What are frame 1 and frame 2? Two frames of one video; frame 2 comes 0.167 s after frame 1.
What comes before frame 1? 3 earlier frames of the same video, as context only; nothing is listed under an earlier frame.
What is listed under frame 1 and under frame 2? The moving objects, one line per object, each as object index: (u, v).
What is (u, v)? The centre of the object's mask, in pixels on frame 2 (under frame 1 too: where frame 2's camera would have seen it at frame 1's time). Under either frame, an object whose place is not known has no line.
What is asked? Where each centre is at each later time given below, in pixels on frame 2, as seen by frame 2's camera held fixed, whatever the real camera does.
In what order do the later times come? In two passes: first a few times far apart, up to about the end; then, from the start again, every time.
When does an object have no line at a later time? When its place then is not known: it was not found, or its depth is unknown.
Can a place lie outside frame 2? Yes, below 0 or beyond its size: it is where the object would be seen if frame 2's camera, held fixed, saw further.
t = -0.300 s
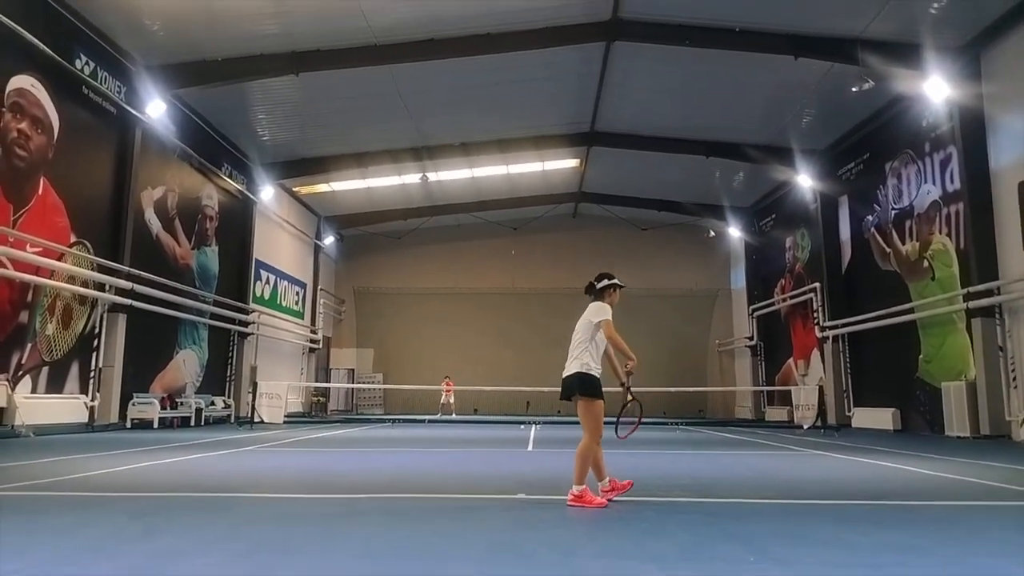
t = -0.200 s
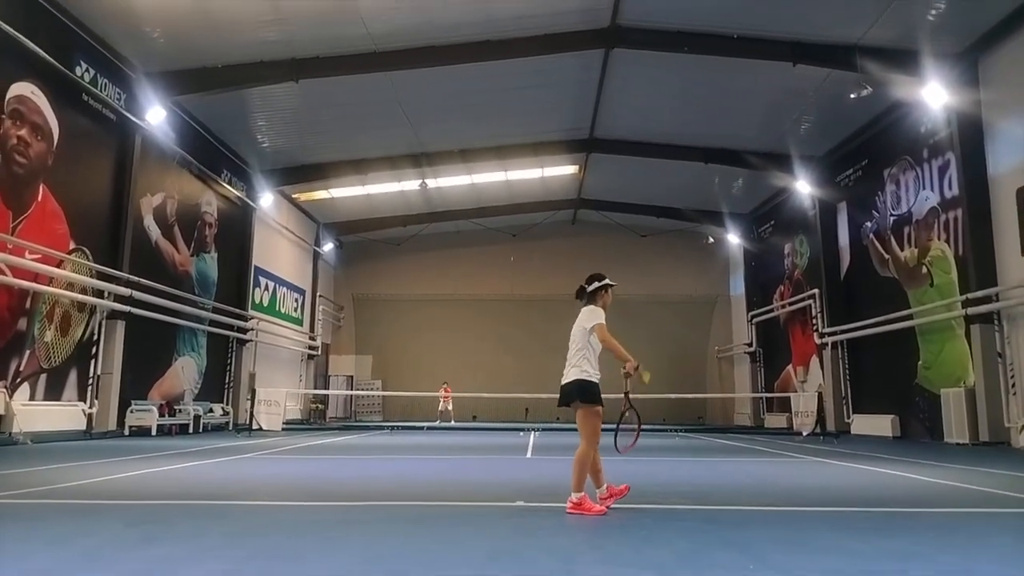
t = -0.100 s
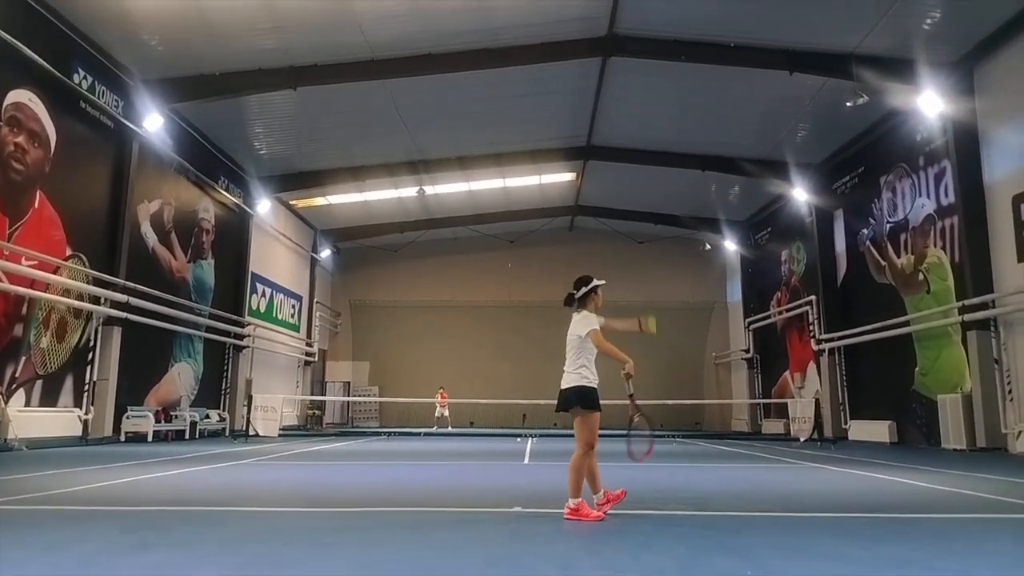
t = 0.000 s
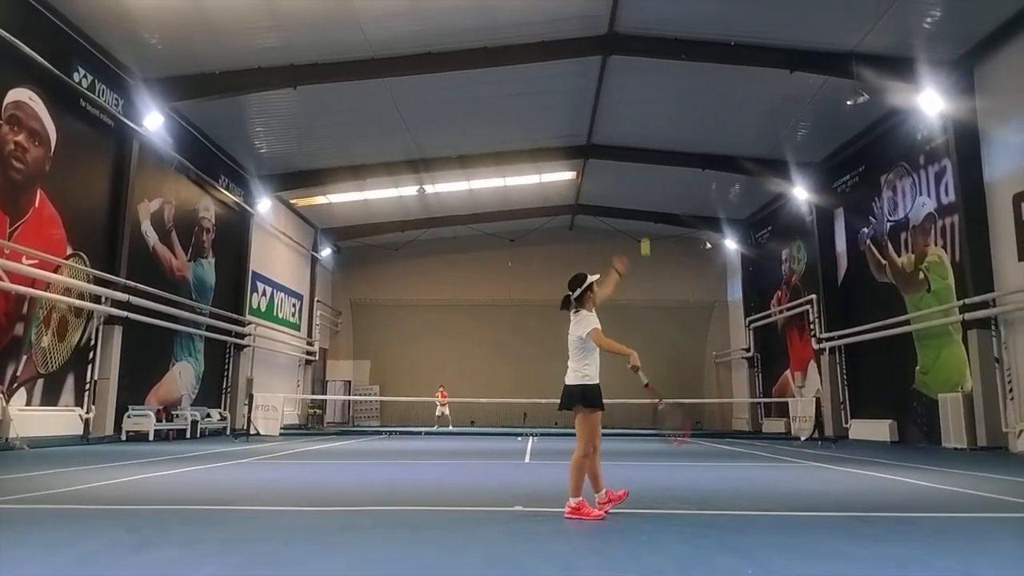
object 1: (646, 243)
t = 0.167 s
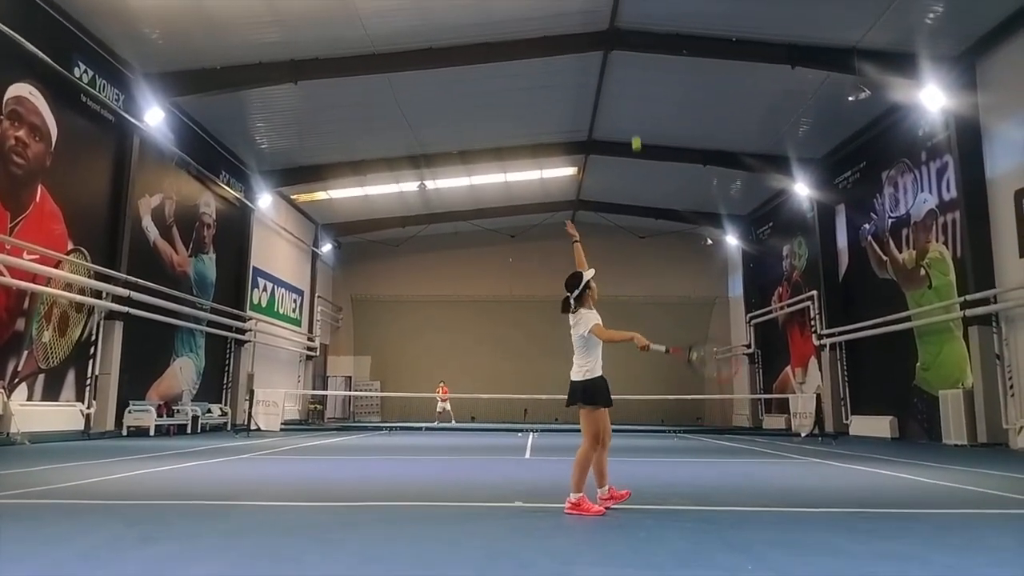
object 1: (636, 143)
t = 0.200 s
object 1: (634, 127)
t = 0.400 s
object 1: (624, 60)
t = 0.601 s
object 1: (613, 40)
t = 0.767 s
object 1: (606, 60)
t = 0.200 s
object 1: (634, 127)
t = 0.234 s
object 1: (632, 109)
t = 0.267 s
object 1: (630, 98)
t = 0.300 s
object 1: (628, 87)
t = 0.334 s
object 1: (627, 77)
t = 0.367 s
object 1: (625, 67)
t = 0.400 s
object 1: (624, 60)
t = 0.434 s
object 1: (622, 54)
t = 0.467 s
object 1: (620, 48)
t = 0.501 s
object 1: (618, 44)
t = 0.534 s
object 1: (617, 42)
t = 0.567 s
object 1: (615, 40)
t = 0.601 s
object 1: (613, 40)
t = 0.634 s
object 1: (612, 42)
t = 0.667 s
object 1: (610, 44)
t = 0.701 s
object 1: (609, 46)
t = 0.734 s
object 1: (608, 52)
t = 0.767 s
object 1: (606, 60)
